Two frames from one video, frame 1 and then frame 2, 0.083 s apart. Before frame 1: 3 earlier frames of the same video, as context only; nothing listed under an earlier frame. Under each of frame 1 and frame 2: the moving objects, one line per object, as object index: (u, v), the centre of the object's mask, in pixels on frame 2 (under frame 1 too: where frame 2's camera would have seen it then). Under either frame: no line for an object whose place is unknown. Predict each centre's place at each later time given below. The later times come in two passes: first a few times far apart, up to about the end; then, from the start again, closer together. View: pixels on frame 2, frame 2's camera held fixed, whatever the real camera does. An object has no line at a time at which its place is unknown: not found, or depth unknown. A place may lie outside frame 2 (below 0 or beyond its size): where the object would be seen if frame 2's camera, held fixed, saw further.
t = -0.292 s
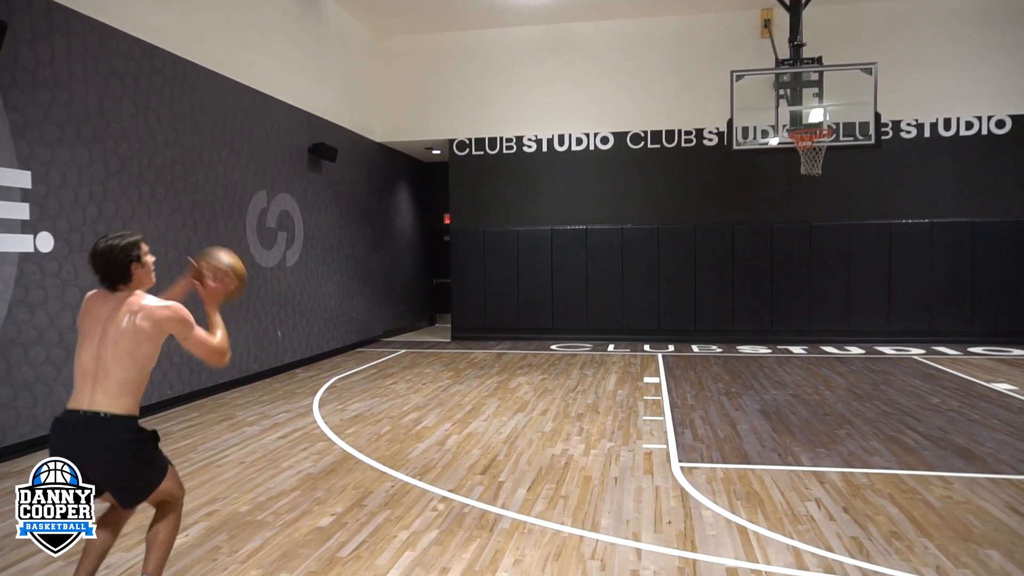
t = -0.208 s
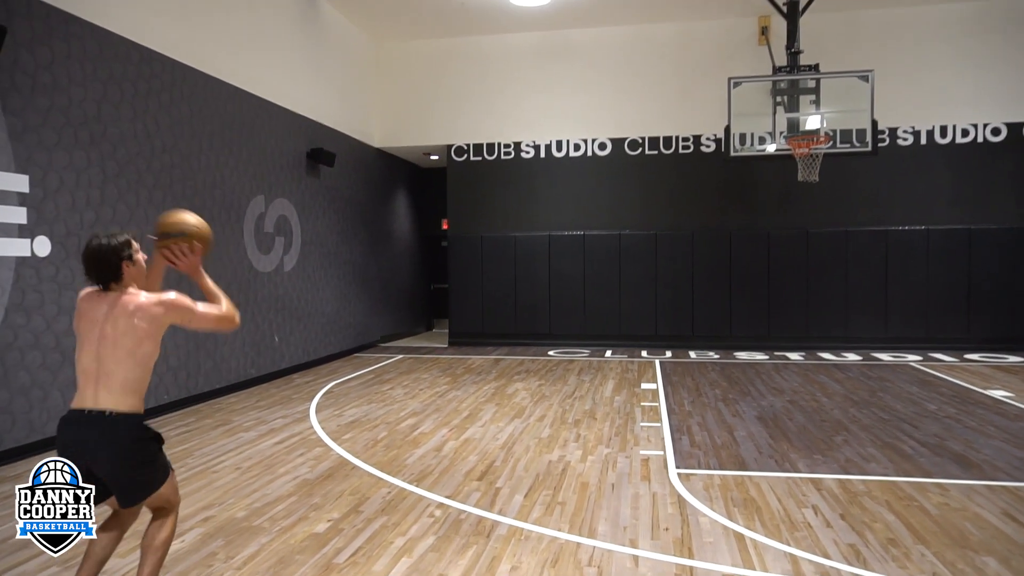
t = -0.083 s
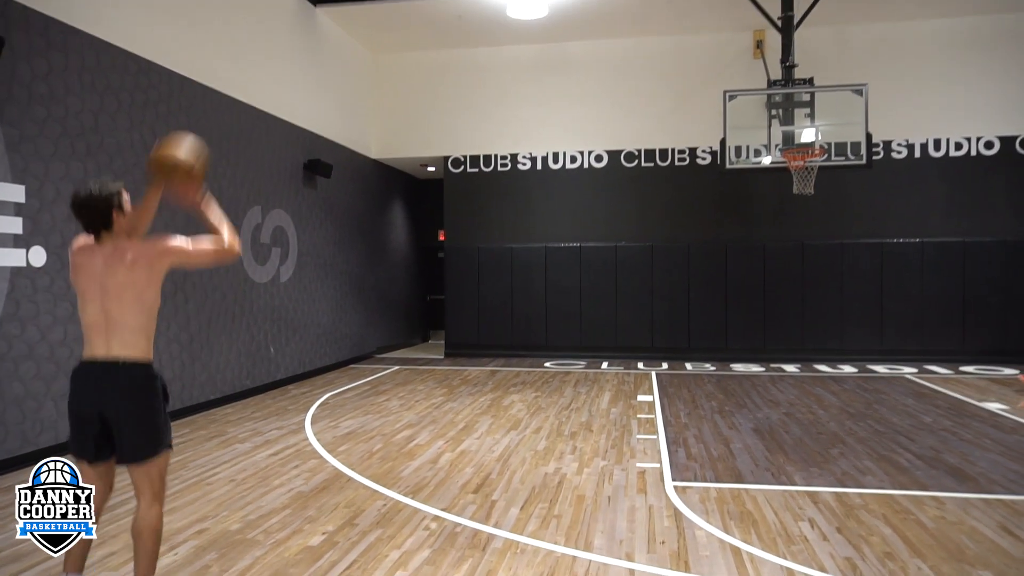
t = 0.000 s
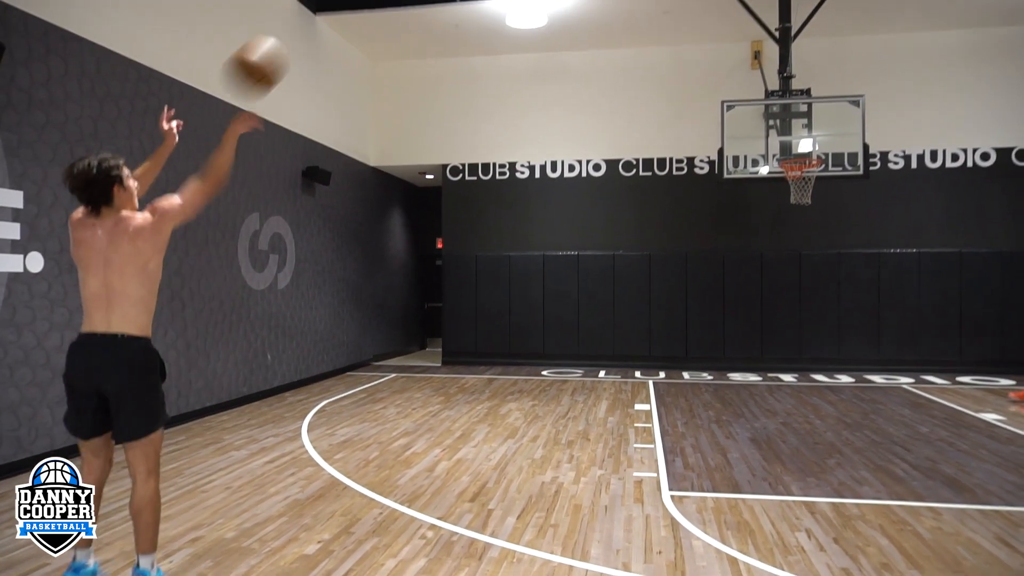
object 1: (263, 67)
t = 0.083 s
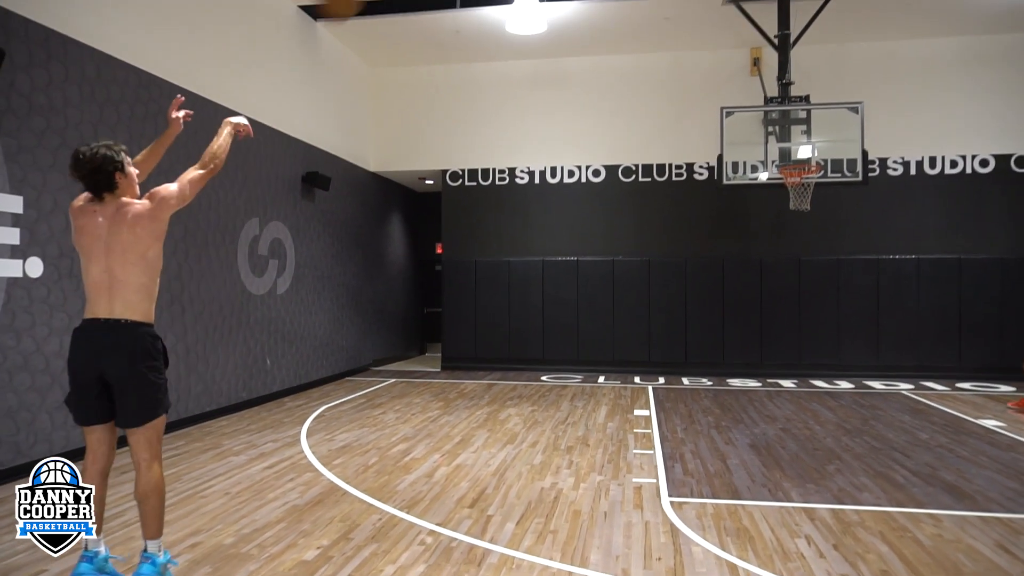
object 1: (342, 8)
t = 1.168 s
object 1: (757, 87)
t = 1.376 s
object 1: (796, 158)
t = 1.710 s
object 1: (865, 151)
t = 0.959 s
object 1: (719, -3)
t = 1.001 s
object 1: (727, 13)
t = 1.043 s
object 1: (735, 32)
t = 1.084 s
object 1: (742, 49)
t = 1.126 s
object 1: (750, 68)
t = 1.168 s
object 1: (757, 87)
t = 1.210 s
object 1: (765, 108)
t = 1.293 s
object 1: (780, 148)
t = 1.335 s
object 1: (785, 159)
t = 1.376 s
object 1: (796, 158)
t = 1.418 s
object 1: (803, 156)
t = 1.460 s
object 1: (812, 155)
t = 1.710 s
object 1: (865, 151)
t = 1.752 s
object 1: (875, 154)
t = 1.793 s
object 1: (885, 160)
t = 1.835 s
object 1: (895, 166)
